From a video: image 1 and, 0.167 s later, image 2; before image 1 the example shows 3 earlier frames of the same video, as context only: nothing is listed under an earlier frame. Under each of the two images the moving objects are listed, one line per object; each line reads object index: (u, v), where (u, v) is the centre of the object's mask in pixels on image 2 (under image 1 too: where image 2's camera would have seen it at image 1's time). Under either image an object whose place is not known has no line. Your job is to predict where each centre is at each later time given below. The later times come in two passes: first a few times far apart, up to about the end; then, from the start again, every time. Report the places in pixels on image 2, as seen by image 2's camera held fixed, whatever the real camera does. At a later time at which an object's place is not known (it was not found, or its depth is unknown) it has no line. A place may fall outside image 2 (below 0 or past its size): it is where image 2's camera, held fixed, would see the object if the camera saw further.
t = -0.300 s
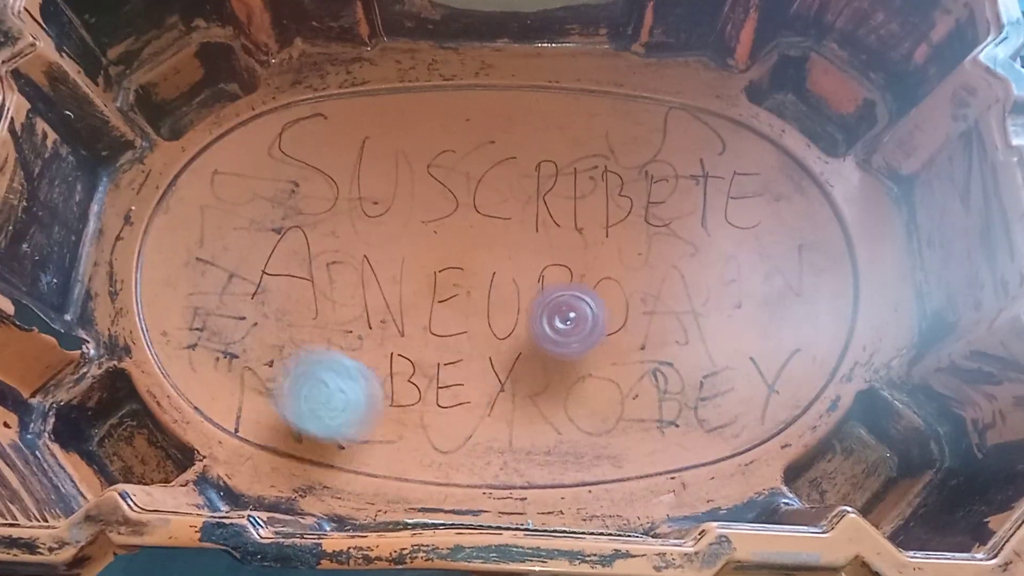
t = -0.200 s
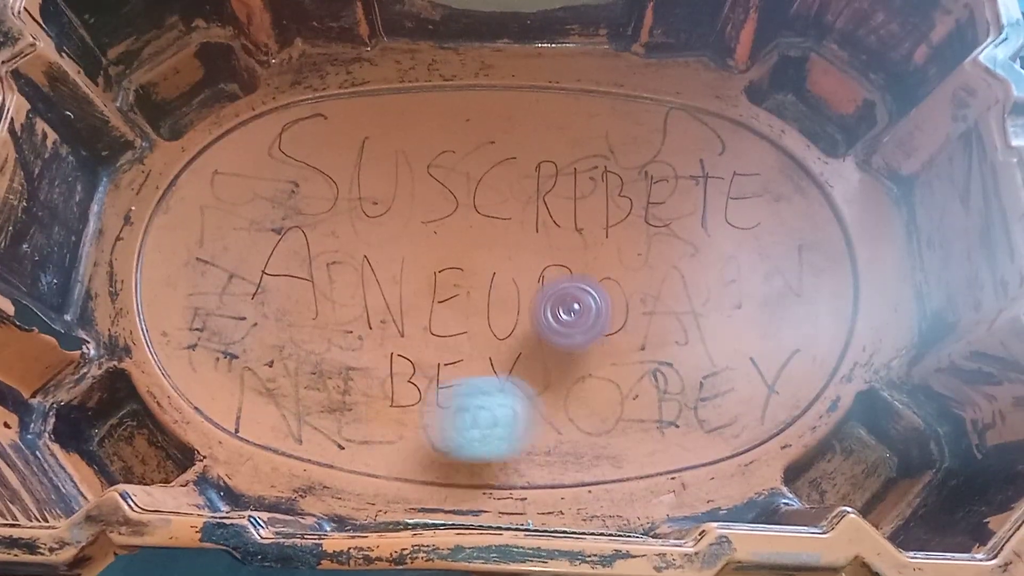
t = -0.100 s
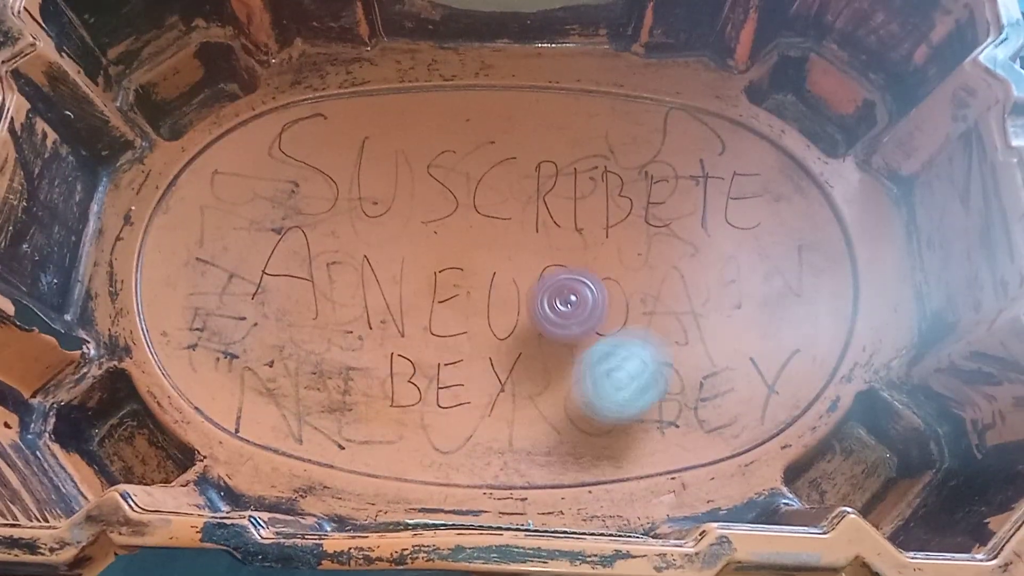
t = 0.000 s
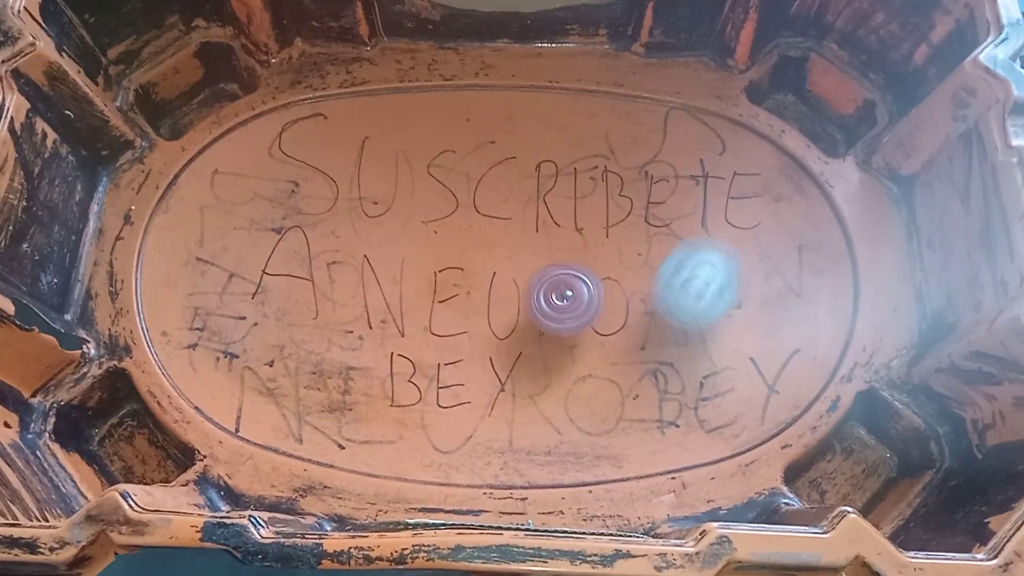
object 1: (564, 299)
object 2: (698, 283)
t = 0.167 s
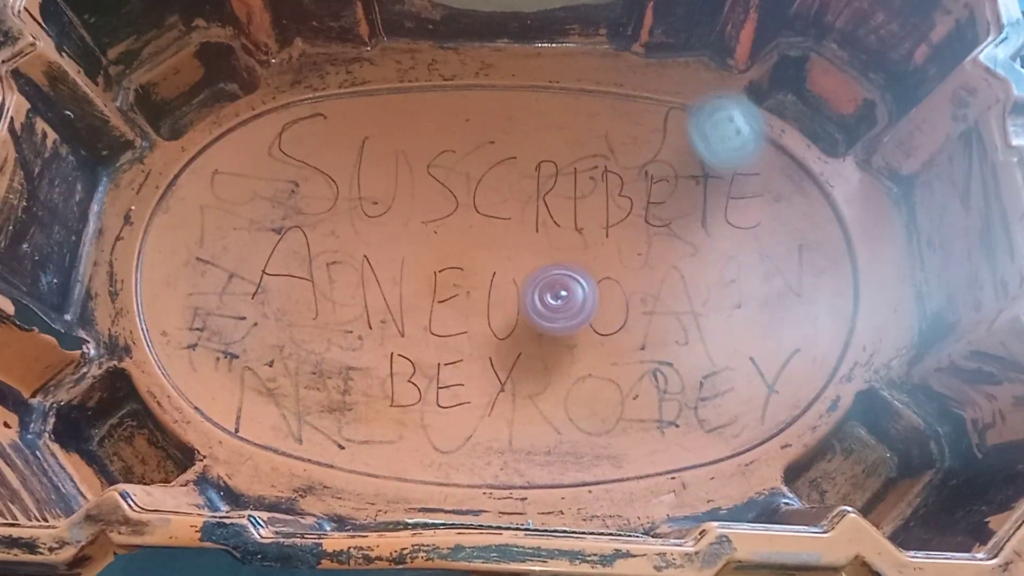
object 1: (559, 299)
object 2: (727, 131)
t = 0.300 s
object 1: (546, 300)
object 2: (592, 84)
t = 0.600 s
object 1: (525, 297)
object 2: (363, 257)
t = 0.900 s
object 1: (481, 302)
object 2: (654, 427)
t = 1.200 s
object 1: (464, 297)
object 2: (818, 236)
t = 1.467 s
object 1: (449, 290)
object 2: (583, 152)
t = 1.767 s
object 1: (446, 365)
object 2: (371, 259)
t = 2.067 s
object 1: (583, 372)
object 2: (446, 366)
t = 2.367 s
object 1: (720, 353)
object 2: (387, 290)
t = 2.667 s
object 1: (750, 342)
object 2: (351, 286)
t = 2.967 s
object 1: (710, 332)
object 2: (446, 241)
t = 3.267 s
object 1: (622, 293)
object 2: (412, 179)
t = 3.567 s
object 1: (615, 265)
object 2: (412, 246)
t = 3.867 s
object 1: (689, 236)
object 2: (355, 356)
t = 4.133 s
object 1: (679, 213)
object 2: (517, 304)
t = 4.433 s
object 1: (611, 212)
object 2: (505, 169)
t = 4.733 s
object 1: (522, 226)
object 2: (401, 237)
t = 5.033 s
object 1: (458, 237)
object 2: (550, 335)
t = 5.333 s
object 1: (396, 241)
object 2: (671, 239)
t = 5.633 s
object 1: (381, 260)
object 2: (560, 187)
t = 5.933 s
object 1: (362, 286)
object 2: (523, 268)
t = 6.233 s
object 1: (389, 310)
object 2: (624, 245)
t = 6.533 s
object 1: (451, 315)
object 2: (538, 229)
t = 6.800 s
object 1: (465, 337)
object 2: (538, 266)
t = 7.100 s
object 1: (493, 340)
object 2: (571, 265)
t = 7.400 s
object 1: (483, 344)
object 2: (561, 240)
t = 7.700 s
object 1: (471, 335)
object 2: (513, 201)
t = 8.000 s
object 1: (457, 323)
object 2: (559, 244)
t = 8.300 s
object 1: (470, 297)
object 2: (585, 213)
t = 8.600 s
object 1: (421, 295)
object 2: (596, 240)
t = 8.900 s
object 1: (379, 306)
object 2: (449, 140)
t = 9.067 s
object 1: (389, 305)
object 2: (323, 88)
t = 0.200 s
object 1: (557, 299)
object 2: (708, 105)
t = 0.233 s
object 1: (553, 300)
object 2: (680, 87)
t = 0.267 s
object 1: (550, 300)
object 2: (635, 86)
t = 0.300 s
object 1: (546, 300)
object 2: (592, 84)
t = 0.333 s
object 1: (544, 300)
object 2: (548, 85)
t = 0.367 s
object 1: (541, 300)
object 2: (507, 88)
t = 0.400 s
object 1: (539, 299)
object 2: (469, 98)
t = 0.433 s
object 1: (536, 299)
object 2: (434, 113)
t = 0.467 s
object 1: (534, 299)
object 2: (406, 135)
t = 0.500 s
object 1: (532, 298)
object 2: (384, 158)
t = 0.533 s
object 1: (529, 297)
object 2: (368, 189)
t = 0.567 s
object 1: (527, 297)
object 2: (362, 221)
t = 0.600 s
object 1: (525, 297)
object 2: (363, 257)
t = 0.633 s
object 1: (520, 297)
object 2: (371, 292)
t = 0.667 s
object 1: (516, 298)
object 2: (388, 326)
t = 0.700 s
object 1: (508, 299)
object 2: (413, 357)
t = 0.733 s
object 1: (500, 300)
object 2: (445, 381)
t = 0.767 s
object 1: (494, 301)
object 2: (475, 398)
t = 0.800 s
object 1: (488, 302)
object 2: (518, 413)
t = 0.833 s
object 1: (485, 302)
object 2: (563, 424)
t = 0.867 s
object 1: (483, 302)
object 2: (609, 427)
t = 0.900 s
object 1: (481, 302)
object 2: (654, 427)
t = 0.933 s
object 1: (481, 302)
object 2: (695, 420)
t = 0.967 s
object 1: (480, 301)
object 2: (731, 408)
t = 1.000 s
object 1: (479, 300)
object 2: (762, 392)
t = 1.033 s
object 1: (478, 300)
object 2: (788, 372)
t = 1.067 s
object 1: (476, 299)
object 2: (808, 349)
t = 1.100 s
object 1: (473, 299)
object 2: (822, 323)
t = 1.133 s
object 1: (470, 298)
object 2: (829, 294)
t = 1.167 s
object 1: (467, 298)
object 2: (828, 266)
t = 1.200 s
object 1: (464, 297)
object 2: (818, 236)
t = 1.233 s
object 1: (462, 296)
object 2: (802, 209)
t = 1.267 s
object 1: (460, 295)
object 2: (782, 187)
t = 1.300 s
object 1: (457, 294)
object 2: (755, 170)
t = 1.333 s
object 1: (455, 294)
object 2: (725, 158)
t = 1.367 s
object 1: (454, 293)
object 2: (691, 150)
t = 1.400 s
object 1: (452, 292)
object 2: (657, 147)
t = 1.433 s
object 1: (450, 290)
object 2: (620, 147)
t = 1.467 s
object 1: (449, 290)
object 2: (583, 152)
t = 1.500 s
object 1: (448, 289)
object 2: (548, 161)
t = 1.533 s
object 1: (447, 289)
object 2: (514, 174)
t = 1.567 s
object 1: (446, 289)
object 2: (483, 188)
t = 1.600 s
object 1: (446, 288)
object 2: (455, 207)
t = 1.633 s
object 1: (441, 304)
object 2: (433, 214)
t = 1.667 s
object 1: (439, 325)
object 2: (416, 218)
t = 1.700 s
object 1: (438, 342)
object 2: (399, 228)
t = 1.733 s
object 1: (440, 355)
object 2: (384, 241)
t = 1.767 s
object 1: (446, 365)
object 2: (371, 259)
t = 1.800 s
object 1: (454, 371)
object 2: (363, 277)
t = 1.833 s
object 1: (466, 376)
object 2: (359, 298)
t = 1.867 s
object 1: (477, 378)
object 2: (361, 319)
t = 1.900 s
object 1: (490, 380)
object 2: (369, 337)
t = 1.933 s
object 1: (504, 380)
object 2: (384, 352)
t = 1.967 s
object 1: (516, 379)
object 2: (403, 362)
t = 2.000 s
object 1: (529, 376)
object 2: (428, 370)
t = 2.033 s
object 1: (544, 374)
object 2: (449, 371)
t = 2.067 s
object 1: (583, 372)
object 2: (446, 366)
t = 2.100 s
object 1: (621, 371)
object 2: (443, 359)
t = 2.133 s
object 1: (651, 368)
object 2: (440, 351)
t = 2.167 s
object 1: (673, 365)
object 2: (436, 341)
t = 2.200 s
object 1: (687, 362)
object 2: (432, 333)
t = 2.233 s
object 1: (696, 360)
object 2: (426, 323)
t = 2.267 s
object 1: (704, 358)
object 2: (419, 313)
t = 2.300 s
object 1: (710, 356)
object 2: (409, 303)
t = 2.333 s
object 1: (716, 354)
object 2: (398, 295)
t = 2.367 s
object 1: (720, 353)
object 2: (387, 290)
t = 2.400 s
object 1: (726, 352)
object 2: (376, 286)
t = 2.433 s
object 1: (732, 352)
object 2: (366, 285)
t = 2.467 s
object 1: (737, 352)
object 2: (357, 285)
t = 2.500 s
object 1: (743, 353)
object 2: (350, 285)
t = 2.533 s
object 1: (746, 352)
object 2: (345, 285)
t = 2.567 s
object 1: (748, 350)
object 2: (344, 285)
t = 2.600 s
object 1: (750, 346)
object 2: (344, 285)
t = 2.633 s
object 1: (751, 345)
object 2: (346, 286)
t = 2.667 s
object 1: (750, 342)
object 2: (351, 286)
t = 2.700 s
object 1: (749, 339)
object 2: (357, 286)
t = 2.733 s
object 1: (747, 337)
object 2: (364, 285)
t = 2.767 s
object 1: (742, 335)
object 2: (372, 284)
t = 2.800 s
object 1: (740, 334)
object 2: (384, 282)
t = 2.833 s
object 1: (736, 334)
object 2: (397, 280)
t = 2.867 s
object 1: (732, 334)
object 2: (410, 275)
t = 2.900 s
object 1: (724, 334)
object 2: (424, 268)
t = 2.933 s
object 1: (717, 332)
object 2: (436, 257)
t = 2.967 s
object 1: (710, 332)
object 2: (446, 241)
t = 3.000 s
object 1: (702, 329)
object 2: (455, 224)
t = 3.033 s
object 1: (693, 325)
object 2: (458, 209)
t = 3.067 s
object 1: (684, 322)
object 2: (457, 195)
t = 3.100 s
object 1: (675, 318)
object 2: (451, 184)
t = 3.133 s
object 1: (666, 314)
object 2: (443, 177)
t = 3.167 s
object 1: (655, 309)
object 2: (434, 173)
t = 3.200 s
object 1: (645, 304)
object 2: (425, 172)
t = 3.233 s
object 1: (633, 299)
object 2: (417, 174)
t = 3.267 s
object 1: (622, 293)
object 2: (412, 179)
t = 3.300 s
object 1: (612, 286)
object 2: (408, 186)
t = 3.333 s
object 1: (599, 279)
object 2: (407, 195)
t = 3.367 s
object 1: (585, 272)
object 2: (410, 209)
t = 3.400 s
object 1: (574, 266)
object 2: (419, 222)
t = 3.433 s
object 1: (562, 260)
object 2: (431, 236)
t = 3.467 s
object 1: (551, 258)
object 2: (446, 247)
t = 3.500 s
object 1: (549, 257)
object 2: (456, 251)
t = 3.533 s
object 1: (583, 262)
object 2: (433, 248)
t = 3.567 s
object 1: (615, 265)
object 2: (412, 246)
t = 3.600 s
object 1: (639, 267)
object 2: (394, 250)
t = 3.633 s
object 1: (655, 265)
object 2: (375, 259)
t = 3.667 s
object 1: (664, 263)
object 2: (359, 268)
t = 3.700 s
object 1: (671, 258)
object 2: (346, 281)
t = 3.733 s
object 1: (675, 253)
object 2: (335, 295)
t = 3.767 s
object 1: (680, 248)
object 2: (330, 312)
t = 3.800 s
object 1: (683, 243)
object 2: (331, 329)
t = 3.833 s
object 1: (686, 239)
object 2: (340, 344)
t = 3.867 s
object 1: (689, 236)
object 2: (355, 356)
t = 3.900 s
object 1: (690, 233)
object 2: (375, 363)
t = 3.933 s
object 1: (692, 229)
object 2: (398, 365)
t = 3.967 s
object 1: (692, 226)
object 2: (423, 361)
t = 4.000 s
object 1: (692, 223)
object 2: (446, 356)
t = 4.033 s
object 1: (691, 220)
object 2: (468, 346)
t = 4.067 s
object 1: (688, 217)
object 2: (487, 335)
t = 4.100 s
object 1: (685, 215)
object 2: (504, 320)
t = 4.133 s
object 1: (679, 213)
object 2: (517, 304)
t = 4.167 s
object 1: (673, 212)
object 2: (527, 288)
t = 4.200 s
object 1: (668, 211)
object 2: (532, 271)
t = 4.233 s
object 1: (661, 210)
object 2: (536, 255)
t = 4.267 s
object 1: (652, 210)
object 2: (541, 237)
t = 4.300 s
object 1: (644, 211)
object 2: (541, 221)
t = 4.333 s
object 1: (636, 211)
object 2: (537, 206)
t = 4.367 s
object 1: (628, 211)
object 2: (529, 192)
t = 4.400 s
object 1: (618, 212)
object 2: (518, 179)
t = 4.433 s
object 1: (611, 212)
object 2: (505, 169)
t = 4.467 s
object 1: (602, 213)
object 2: (490, 162)
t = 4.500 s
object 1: (594, 214)
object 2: (473, 158)
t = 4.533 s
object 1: (583, 215)
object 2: (456, 158)
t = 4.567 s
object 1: (575, 216)
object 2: (438, 162)
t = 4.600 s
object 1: (564, 218)
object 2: (422, 171)
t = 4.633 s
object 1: (555, 219)
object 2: (408, 184)
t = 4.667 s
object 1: (543, 221)
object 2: (400, 199)
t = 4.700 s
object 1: (532, 223)
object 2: (398, 217)
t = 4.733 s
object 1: (522, 226)
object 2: (401, 237)
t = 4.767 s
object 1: (512, 228)
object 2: (408, 255)
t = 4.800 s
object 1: (505, 231)
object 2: (419, 273)
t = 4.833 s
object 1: (498, 233)
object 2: (434, 288)
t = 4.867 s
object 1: (491, 235)
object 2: (450, 300)
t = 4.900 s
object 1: (484, 237)
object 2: (467, 310)
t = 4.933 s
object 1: (477, 237)
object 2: (486, 319)
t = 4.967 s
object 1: (471, 237)
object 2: (507, 327)
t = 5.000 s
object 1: (464, 238)
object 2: (529, 332)
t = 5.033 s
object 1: (458, 237)
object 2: (550, 335)
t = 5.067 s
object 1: (452, 237)
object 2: (571, 335)
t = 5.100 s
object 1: (446, 235)
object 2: (590, 331)
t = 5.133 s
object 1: (439, 235)
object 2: (607, 322)
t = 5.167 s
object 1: (429, 236)
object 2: (621, 311)
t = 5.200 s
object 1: (421, 236)
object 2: (633, 298)
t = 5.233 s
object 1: (413, 237)
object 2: (647, 284)
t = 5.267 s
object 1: (407, 238)
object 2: (658, 269)
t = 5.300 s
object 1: (401, 239)
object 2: (666, 254)
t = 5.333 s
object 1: (396, 241)
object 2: (671, 239)
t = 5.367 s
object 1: (393, 243)
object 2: (674, 225)
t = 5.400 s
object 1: (388, 244)
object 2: (672, 212)
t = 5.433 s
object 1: (385, 246)
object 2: (665, 201)
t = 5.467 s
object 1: (382, 249)
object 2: (654, 192)
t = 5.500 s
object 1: (380, 251)
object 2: (638, 185)
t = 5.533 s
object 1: (379, 253)
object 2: (620, 182)
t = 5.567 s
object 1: (379, 255)
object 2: (601, 180)
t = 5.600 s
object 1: (379, 257)
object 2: (580, 183)
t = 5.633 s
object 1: (381, 260)
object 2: (560, 187)
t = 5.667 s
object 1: (383, 263)
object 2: (539, 193)
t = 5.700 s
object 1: (385, 265)
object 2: (519, 201)
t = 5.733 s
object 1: (389, 268)
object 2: (501, 211)
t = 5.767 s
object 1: (393, 270)
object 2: (484, 222)
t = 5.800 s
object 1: (394, 272)
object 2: (470, 235)
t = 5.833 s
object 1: (377, 276)
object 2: (482, 242)
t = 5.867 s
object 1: (365, 280)
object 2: (496, 250)
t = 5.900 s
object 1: (362, 283)
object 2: (509, 260)
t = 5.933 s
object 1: (362, 286)
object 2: (523, 268)
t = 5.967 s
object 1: (362, 289)
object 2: (537, 277)
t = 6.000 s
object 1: (363, 292)
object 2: (551, 284)
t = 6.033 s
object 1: (364, 294)
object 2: (566, 287)
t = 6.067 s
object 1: (366, 298)
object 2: (580, 286)
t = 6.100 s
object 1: (370, 301)
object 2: (592, 280)
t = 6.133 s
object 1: (374, 304)
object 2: (601, 272)
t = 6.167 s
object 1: (379, 306)
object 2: (610, 263)
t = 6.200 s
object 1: (384, 307)
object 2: (618, 254)
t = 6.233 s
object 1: (389, 310)
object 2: (624, 245)
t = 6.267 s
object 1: (396, 311)
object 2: (628, 236)
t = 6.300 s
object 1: (402, 312)
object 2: (628, 227)
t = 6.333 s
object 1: (408, 312)
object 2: (623, 219)
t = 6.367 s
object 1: (416, 314)
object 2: (615, 214)
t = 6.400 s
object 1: (422, 315)
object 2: (602, 211)
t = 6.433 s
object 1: (429, 315)
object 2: (587, 212)
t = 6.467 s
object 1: (436, 315)
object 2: (570, 215)
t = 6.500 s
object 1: (442, 315)
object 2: (554, 221)
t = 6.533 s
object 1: (451, 315)
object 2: (538, 229)
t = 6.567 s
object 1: (457, 315)
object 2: (524, 238)
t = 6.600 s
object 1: (464, 314)
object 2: (515, 250)
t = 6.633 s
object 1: (461, 321)
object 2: (516, 254)
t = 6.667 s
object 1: (457, 327)
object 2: (521, 256)
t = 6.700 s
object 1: (456, 331)
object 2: (525, 258)
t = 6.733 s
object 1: (459, 334)
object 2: (529, 261)
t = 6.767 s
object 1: (462, 336)
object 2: (534, 264)
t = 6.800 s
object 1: (465, 337)
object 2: (538, 266)
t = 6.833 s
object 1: (469, 340)
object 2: (542, 268)
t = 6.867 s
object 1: (473, 341)
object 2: (546, 270)
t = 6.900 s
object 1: (477, 341)
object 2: (550, 272)
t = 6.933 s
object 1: (480, 341)
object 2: (554, 273)
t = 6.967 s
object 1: (484, 342)
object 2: (558, 275)
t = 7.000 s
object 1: (486, 342)
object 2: (562, 276)
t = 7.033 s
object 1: (489, 342)
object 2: (564, 276)
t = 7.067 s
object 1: (490, 341)
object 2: (568, 272)
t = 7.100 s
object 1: (493, 340)
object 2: (571, 265)
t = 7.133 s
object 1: (495, 339)
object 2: (570, 259)
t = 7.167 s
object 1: (498, 338)
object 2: (567, 254)
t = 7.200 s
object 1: (499, 336)
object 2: (561, 250)
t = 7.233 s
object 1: (501, 334)
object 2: (555, 249)
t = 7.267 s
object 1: (503, 331)
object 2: (552, 252)
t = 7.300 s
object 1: (505, 330)
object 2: (548, 256)
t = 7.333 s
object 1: (503, 330)
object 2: (547, 257)
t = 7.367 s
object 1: (491, 339)
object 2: (555, 249)
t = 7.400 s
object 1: (483, 344)
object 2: (561, 240)
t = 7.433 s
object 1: (476, 348)
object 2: (563, 229)
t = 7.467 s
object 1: (474, 349)
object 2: (563, 218)
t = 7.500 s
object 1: (473, 348)
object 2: (562, 208)
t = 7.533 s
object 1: (472, 348)
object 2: (557, 200)
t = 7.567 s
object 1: (472, 346)
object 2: (550, 194)
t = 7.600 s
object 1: (472, 344)
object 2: (541, 191)
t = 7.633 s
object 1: (472, 342)
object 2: (531, 191)
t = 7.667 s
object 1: (471, 338)
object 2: (521, 194)
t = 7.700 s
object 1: (471, 335)
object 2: (513, 201)
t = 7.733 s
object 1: (471, 331)
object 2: (507, 208)
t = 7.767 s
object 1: (471, 327)
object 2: (503, 219)
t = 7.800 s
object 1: (471, 323)
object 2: (501, 231)
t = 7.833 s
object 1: (472, 319)
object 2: (502, 242)
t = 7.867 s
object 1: (469, 321)
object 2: (512, 247)
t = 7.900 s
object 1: (464, 325)
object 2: (524, 246)
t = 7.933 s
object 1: (460, 326)
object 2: (536, 246)
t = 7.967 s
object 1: (457, 325)
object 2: (547, 245)
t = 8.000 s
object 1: (457, 323)
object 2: (559, 244)
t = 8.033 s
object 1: (458, 321)
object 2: (567, 241)
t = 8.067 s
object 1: (459, 318)
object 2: (574, 235)
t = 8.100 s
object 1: (460, 314)
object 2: (580, 229)
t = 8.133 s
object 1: (461, 311)
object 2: (584, 224)
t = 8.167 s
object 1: (463, 309)
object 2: (587, 219)
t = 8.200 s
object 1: (465, 306)
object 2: (588, 218)
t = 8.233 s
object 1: (466, 302)
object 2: (589, 215)
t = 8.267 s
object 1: (468, 300)
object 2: (588, 213)
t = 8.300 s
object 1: (470, 297)
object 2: (585, 213)
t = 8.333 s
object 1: (471, 295)
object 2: (581, 213)
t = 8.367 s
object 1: (471, 292)
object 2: (577, 215)
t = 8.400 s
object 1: (472, 290)
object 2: (572, 218)
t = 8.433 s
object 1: (474, 288)
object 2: (566, 223)
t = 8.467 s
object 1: (476, 286)
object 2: (558, 228)
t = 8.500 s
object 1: (479, 285)
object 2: (552, 234)
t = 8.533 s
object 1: (473, 285)
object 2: (552, 243)
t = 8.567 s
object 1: (444, 290)
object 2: (575, 239)
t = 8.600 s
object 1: (421, 295)
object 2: (596, 240)
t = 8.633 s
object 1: (402, 299)
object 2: (611, 247)
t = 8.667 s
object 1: (391, 301)
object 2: (625, 263)
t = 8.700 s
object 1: (385, 302)
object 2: (638, 282)
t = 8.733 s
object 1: (381, 304)
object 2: (642, 288)
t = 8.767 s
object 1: (378, 305)
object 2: (596, 244)
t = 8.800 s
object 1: (377, 306)
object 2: (549, 214)
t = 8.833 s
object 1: (377, 306)
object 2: (513, 195)
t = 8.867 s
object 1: (377, 306)
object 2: (475, 163)
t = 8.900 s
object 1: (379, 306)
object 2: (449, 140)
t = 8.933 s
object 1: (380, 306)
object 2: (419, 121)
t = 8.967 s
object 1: (383, 306)
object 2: (392, 105)
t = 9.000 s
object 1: (385, 306)
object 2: (366, 95)
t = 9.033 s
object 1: (387, 305)
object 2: (343, 87)
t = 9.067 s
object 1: (389, 305)
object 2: (323, 88)
